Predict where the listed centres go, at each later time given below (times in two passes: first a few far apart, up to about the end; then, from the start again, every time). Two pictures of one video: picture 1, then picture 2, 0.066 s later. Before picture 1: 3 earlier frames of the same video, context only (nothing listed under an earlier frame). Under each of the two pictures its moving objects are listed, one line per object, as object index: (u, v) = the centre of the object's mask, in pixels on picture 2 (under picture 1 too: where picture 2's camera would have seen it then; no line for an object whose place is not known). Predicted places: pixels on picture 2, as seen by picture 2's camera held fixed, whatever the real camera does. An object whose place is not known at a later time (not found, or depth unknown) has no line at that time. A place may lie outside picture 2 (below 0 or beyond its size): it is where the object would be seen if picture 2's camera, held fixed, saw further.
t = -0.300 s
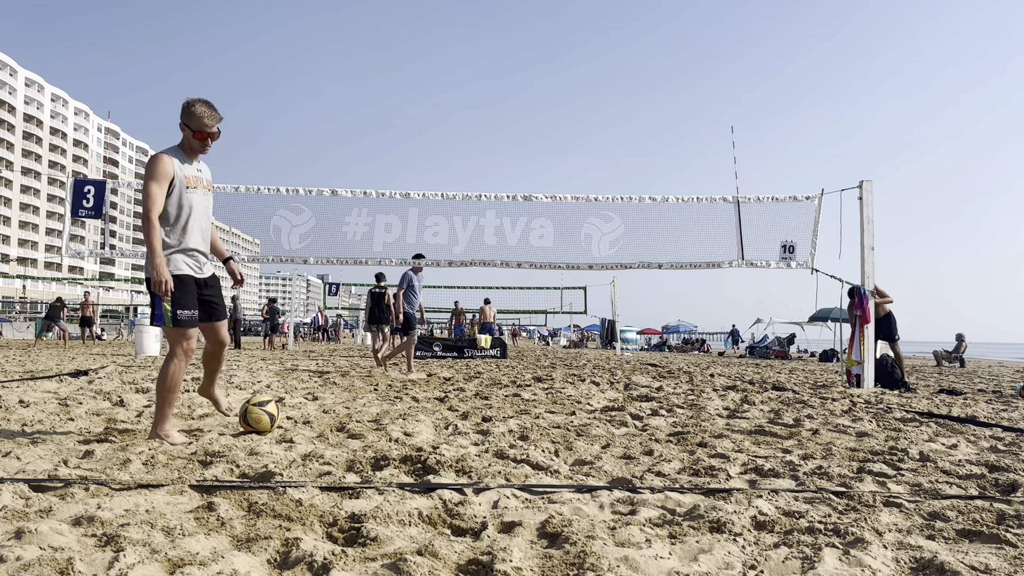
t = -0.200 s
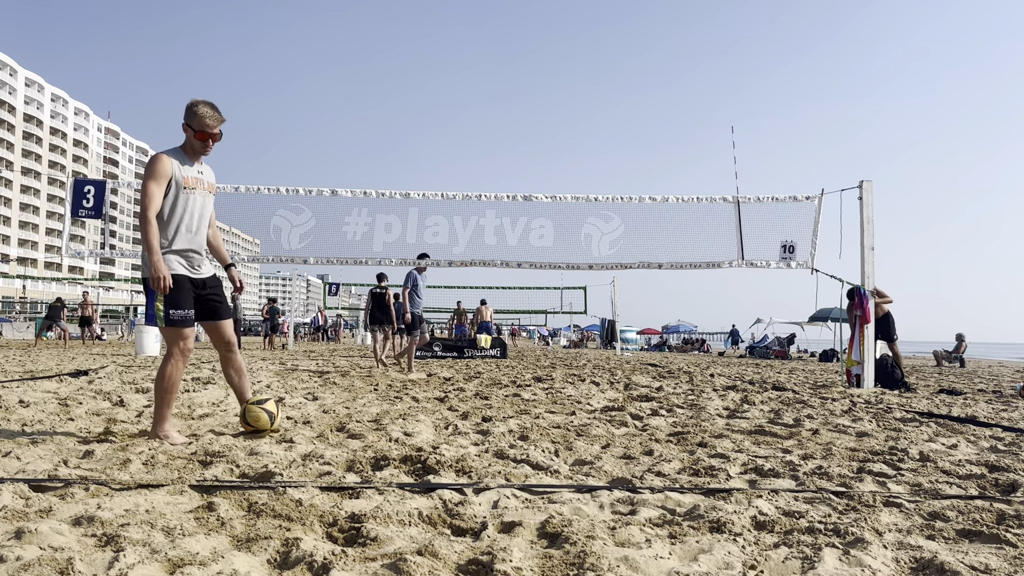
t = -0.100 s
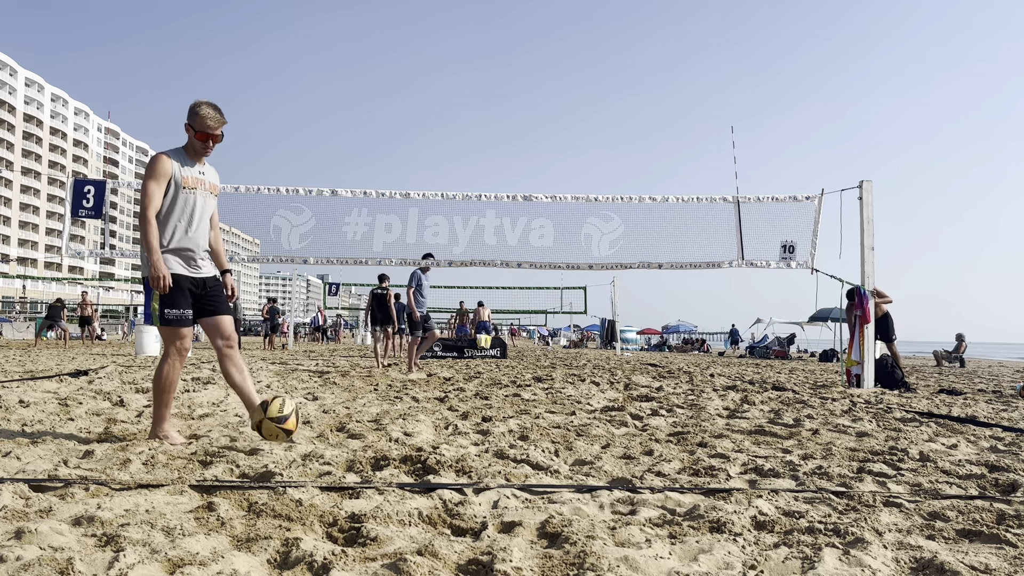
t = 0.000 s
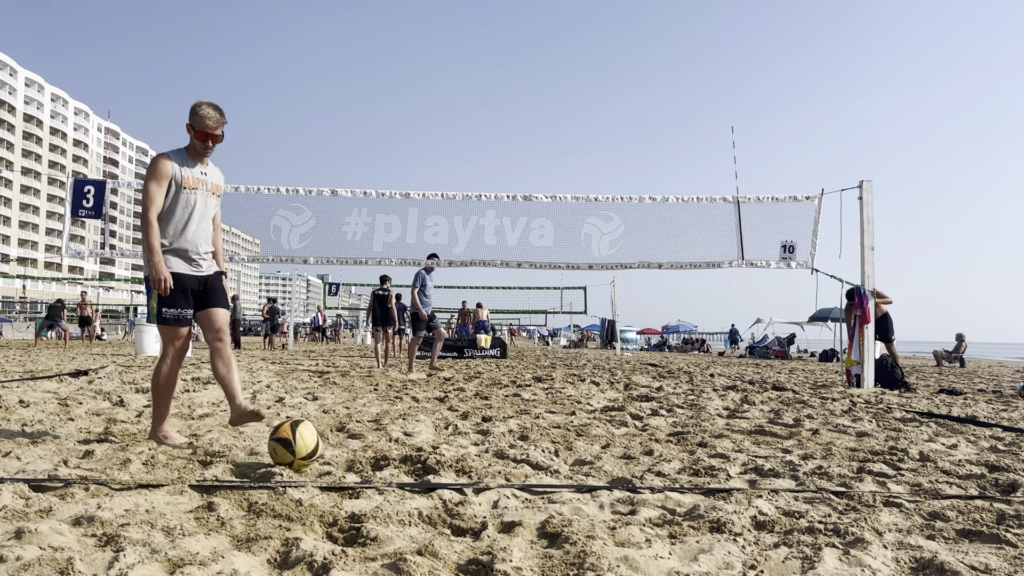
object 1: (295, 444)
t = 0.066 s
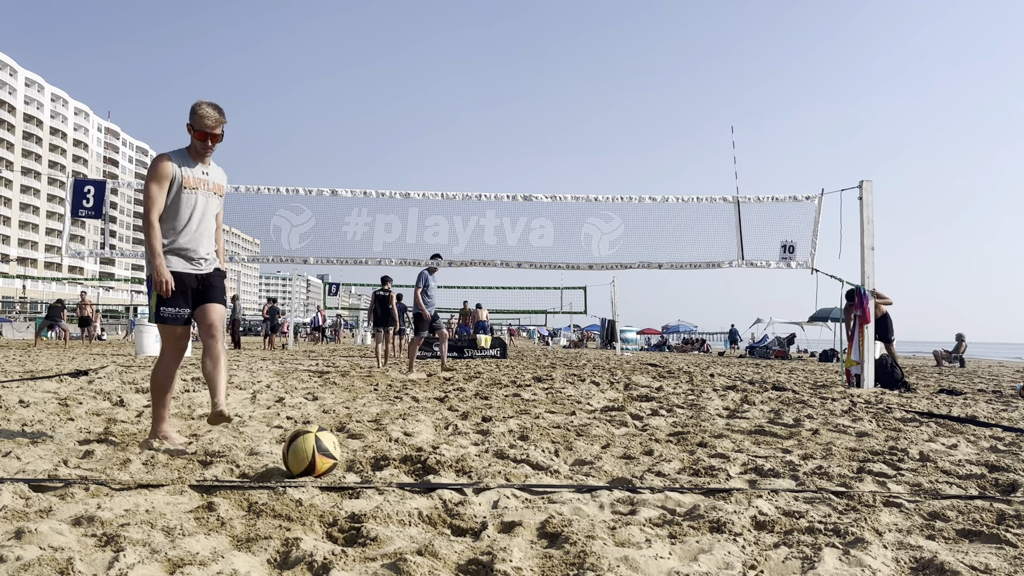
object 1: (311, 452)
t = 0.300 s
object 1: (378, 474)
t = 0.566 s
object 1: (448, 506)
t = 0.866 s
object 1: (529, 537)
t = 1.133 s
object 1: (606, 547)
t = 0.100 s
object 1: (319, 451)
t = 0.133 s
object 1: (328, 448)
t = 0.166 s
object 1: (338, 448)
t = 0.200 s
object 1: (347, 449)
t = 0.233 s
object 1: (357, 454)
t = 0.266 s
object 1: (368, 463)
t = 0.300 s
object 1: (378, 474)
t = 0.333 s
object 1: (386, 480)
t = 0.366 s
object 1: (393, 483)
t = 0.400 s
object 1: (401, 489)
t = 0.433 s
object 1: (409, 494)
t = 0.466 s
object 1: (418, 493)
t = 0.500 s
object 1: (428, 495)
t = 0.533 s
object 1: (438, 500)
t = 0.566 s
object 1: (448, 506)
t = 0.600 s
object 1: (458, 506)
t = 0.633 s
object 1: (468, 510)
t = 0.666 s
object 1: (478, 517)
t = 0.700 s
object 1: (487, 518)
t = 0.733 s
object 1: (494, 518)
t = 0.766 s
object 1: (502, 521)
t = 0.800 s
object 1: (510, 526)
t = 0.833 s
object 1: (519, 534)
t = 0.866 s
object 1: (529, 537)
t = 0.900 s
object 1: (541, 539)
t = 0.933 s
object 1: (554, 543)
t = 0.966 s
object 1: (565, 547)
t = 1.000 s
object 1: (571, 548)
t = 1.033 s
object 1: (579, 550)
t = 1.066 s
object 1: (588, 550)
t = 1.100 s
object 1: (597, 549)
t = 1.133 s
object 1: (606, 547)
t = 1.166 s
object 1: (613, 546)
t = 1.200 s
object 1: (620, 546)
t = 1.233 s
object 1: (628, 545)
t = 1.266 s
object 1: (634, 546)
